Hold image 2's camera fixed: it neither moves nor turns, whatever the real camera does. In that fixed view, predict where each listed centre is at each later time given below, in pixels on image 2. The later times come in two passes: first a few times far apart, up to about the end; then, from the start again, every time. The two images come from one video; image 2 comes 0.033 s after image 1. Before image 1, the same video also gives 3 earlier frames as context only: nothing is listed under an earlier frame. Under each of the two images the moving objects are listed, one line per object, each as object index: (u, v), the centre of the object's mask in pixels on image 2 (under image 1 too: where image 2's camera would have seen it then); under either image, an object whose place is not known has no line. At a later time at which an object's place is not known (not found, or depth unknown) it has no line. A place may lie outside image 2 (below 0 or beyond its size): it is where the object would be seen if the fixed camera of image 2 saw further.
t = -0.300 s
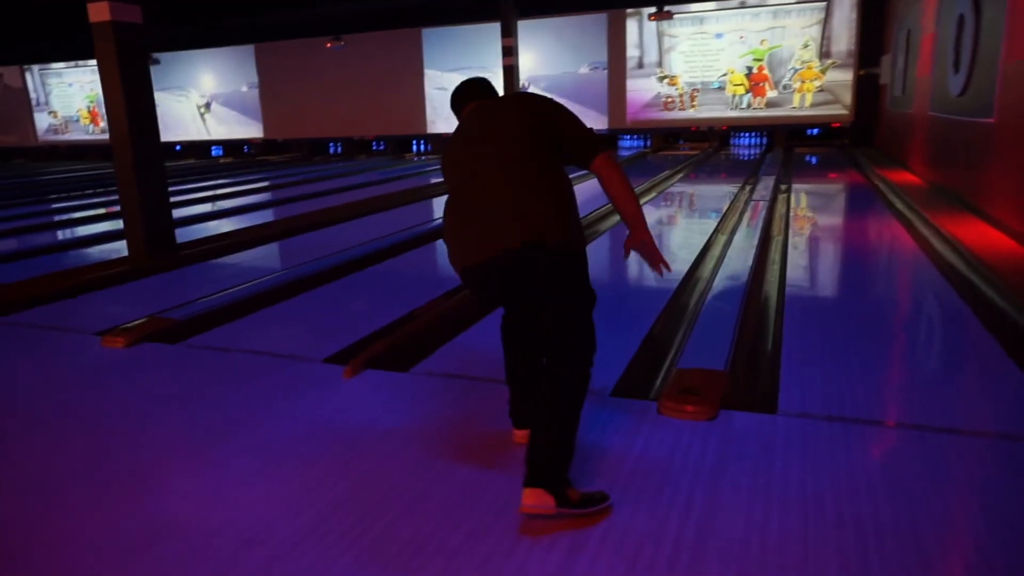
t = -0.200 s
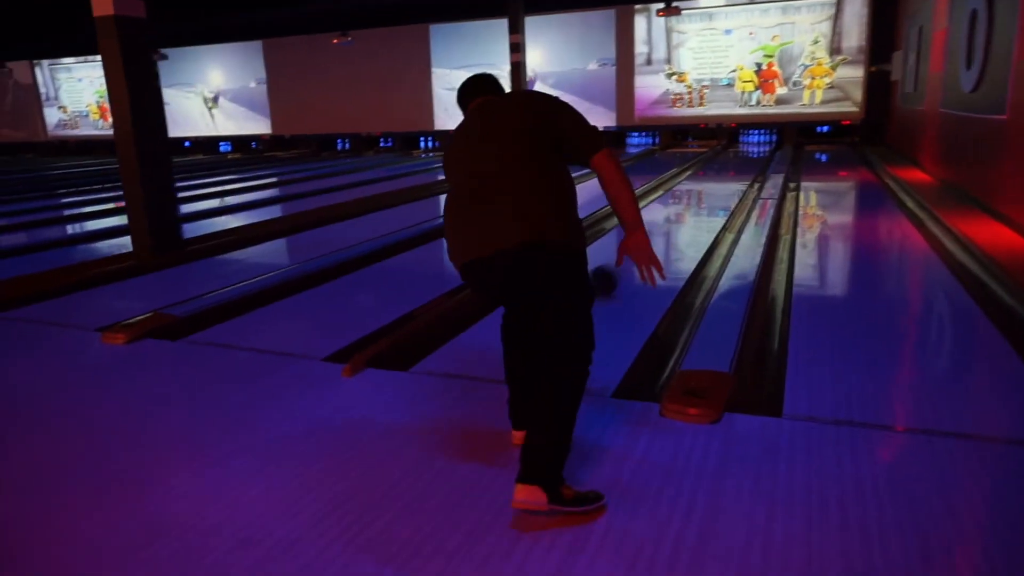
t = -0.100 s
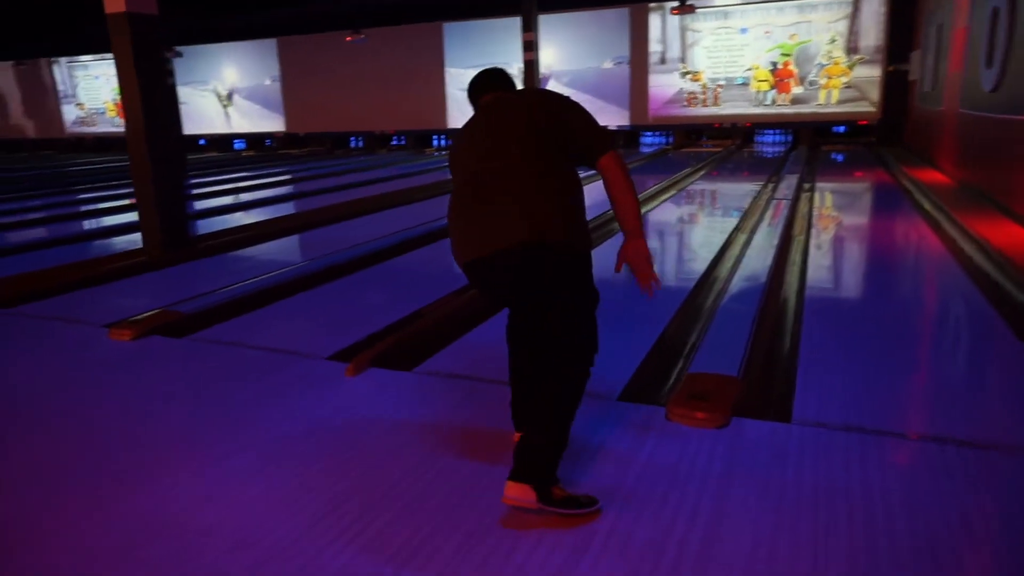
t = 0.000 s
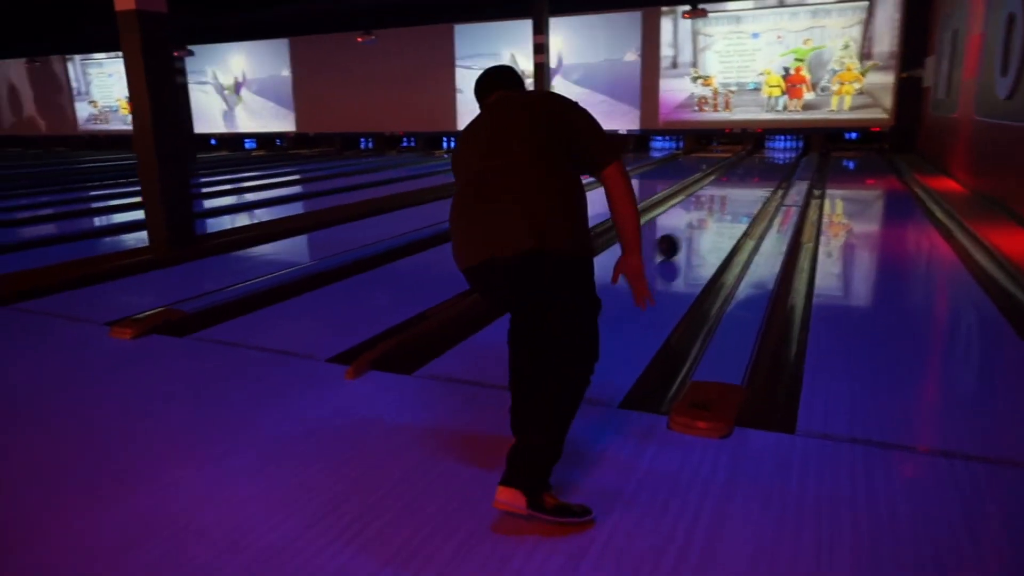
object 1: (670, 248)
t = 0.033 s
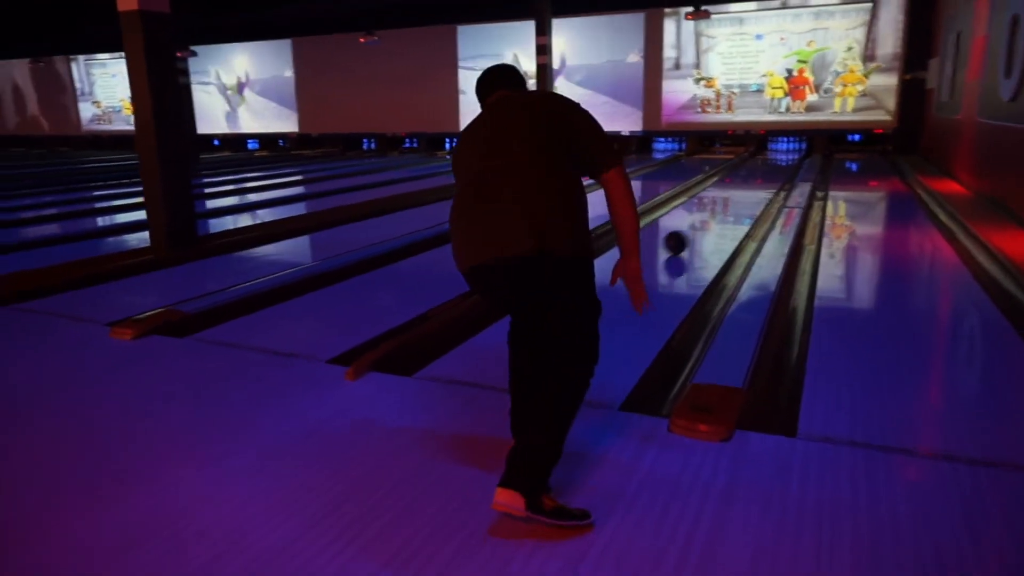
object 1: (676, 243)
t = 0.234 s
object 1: (704, 217)
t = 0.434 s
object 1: (724, 200)
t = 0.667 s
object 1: (742, 185)
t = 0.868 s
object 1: (753, 175)
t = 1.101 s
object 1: (763, 167)
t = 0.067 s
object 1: (681, 238)
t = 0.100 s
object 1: (687, 233)
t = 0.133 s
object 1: (691, 229)
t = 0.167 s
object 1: (696, 225)
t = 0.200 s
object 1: (700, 221)
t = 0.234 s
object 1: (704, 217)
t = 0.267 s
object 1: (707, 214)
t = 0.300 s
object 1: (711, 211)
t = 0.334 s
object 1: (715, 208)
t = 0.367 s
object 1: (718, 205)
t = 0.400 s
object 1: (721, 202)
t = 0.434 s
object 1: (724, 200)
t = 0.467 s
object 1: (727, 198)
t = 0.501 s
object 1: (730, 195)
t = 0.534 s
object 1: (732, 193)
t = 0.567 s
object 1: (735, 191)
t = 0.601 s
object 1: (737, 188)
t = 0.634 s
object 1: (740, 187)
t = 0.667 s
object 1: (742, 185)
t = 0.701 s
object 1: (744, 184)
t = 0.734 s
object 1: (746, 182)
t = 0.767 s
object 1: (747, 180)
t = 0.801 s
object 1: (749, 179)
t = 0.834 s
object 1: (751, 178)
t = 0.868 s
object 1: (753, 175)
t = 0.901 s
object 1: (755, 175)
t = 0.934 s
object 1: (756, 173)
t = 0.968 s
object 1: (757, 173)
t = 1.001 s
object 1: (759, 171)
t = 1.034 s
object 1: (761, 169)
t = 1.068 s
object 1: (762, 167)
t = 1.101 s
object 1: (763, 167)
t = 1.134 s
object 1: (763, 167)
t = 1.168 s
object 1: (765, 164)
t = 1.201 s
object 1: (766, 164)
